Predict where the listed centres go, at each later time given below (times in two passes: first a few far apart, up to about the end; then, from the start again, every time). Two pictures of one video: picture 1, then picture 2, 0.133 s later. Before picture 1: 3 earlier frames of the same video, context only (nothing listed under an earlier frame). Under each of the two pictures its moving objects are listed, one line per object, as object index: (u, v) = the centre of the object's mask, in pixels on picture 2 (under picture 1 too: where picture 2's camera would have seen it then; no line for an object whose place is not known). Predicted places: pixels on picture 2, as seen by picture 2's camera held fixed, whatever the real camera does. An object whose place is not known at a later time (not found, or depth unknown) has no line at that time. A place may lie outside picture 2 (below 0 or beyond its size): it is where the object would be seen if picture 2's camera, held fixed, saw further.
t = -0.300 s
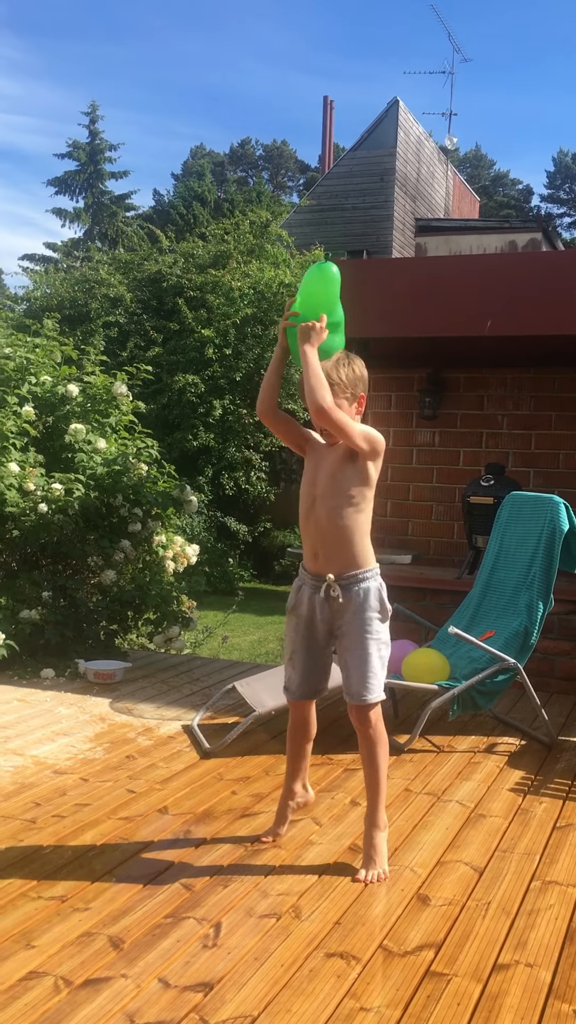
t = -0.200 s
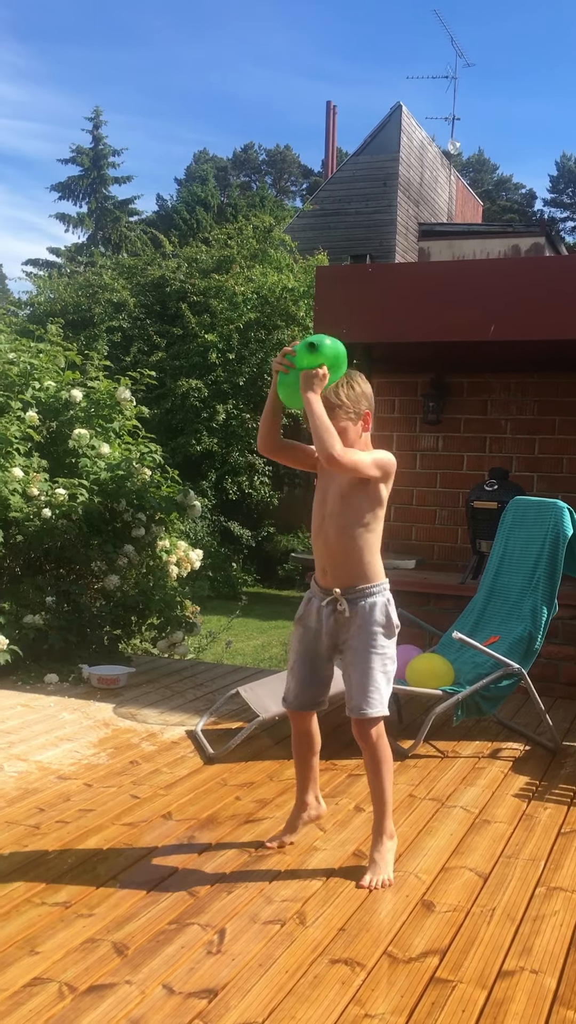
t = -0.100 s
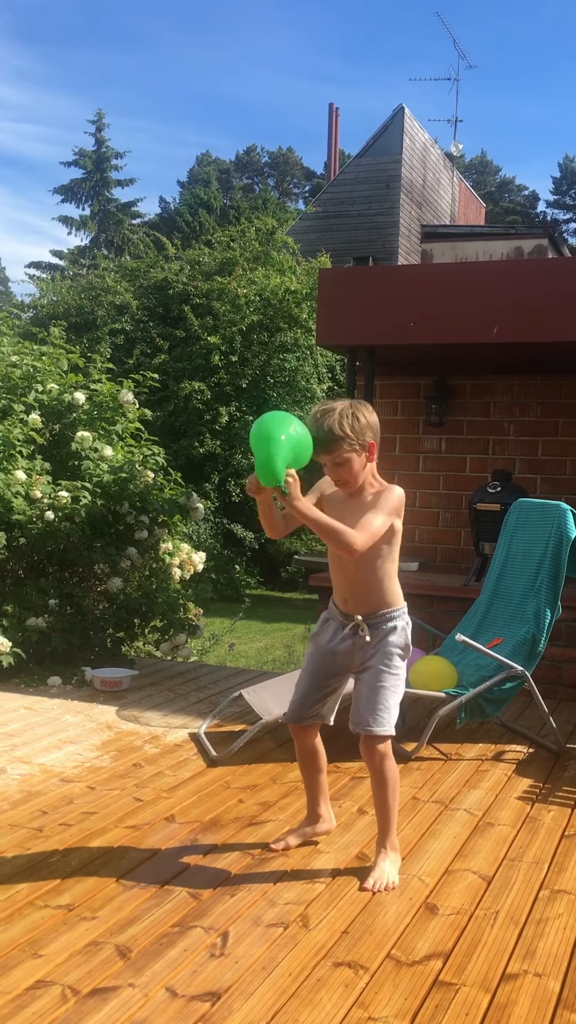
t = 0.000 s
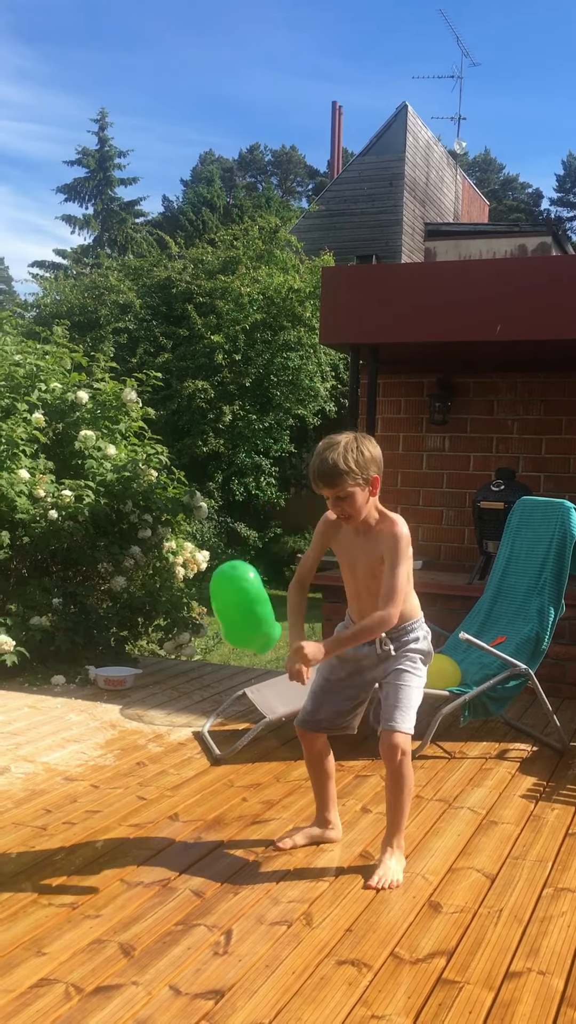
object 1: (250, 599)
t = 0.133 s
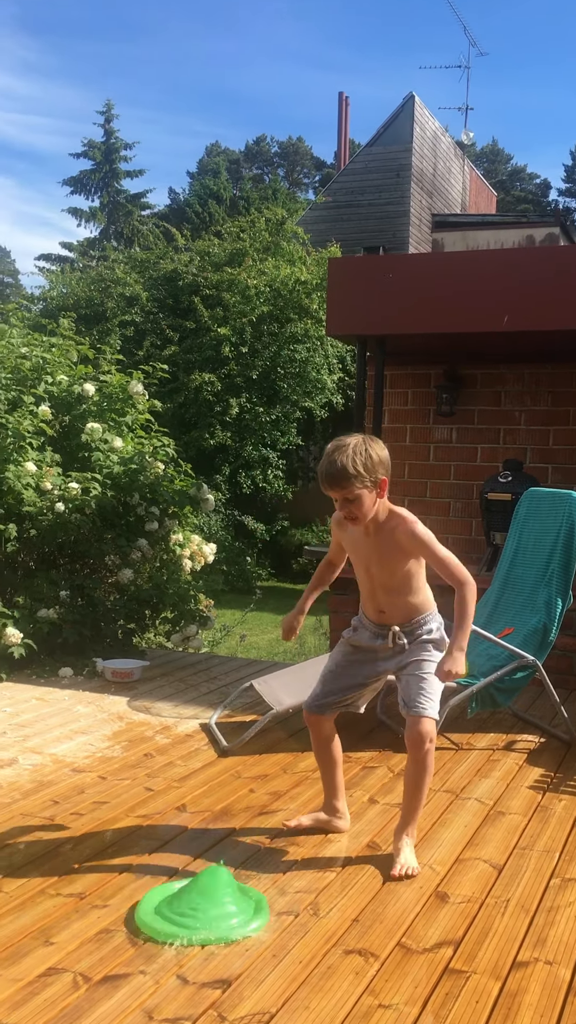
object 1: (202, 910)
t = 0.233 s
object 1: (184, 882)
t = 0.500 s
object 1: (128, 924)
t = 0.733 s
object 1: (87, 906)
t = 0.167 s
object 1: (199, 905)
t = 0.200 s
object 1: (190, 897)
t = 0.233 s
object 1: (184, 882)
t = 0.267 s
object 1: (178, 874)
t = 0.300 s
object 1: (170, 870)
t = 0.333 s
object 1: (166, 861)
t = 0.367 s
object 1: (159, 864)
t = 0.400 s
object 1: (149, 875)
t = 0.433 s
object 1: (144, 884)
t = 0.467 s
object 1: (137, 903)
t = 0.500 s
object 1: (128, 924)
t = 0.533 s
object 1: (122, 926)
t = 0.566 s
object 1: (117, 922)
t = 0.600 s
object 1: (111, 914)
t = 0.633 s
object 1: (106, 905)
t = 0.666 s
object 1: (100, 902)
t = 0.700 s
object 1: (95, 899)
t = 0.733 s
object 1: (87, 906)
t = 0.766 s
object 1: (83, 916)
